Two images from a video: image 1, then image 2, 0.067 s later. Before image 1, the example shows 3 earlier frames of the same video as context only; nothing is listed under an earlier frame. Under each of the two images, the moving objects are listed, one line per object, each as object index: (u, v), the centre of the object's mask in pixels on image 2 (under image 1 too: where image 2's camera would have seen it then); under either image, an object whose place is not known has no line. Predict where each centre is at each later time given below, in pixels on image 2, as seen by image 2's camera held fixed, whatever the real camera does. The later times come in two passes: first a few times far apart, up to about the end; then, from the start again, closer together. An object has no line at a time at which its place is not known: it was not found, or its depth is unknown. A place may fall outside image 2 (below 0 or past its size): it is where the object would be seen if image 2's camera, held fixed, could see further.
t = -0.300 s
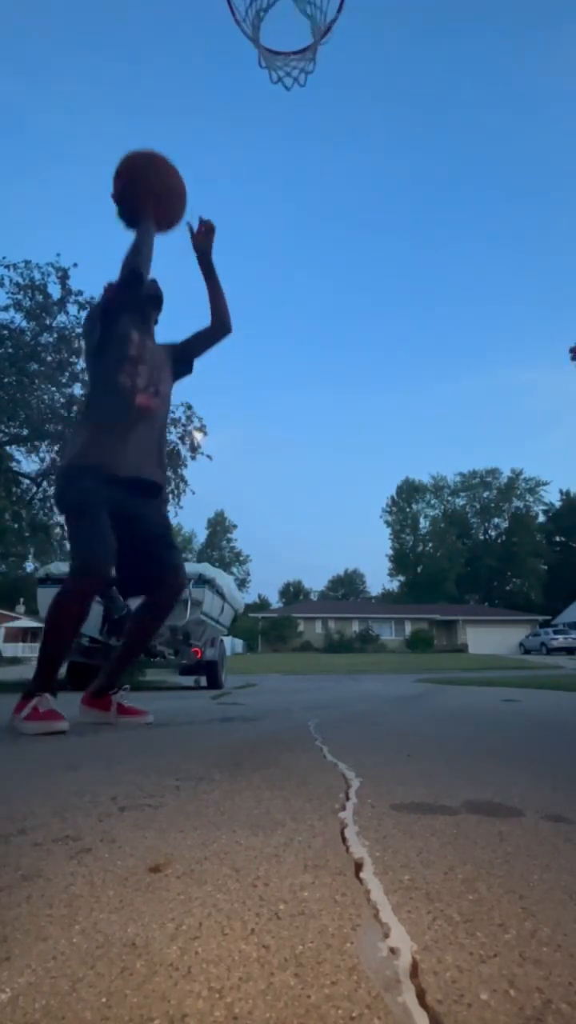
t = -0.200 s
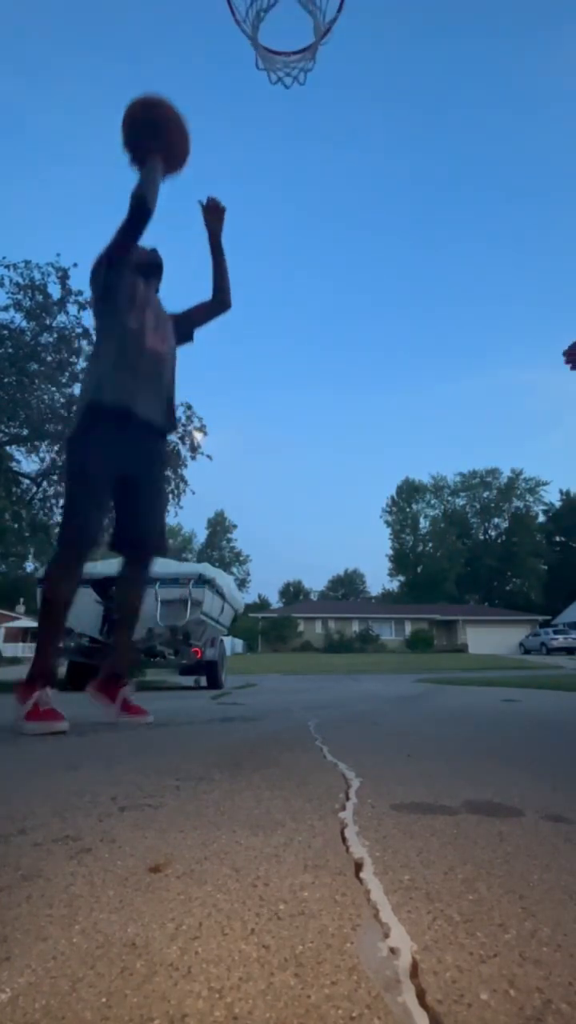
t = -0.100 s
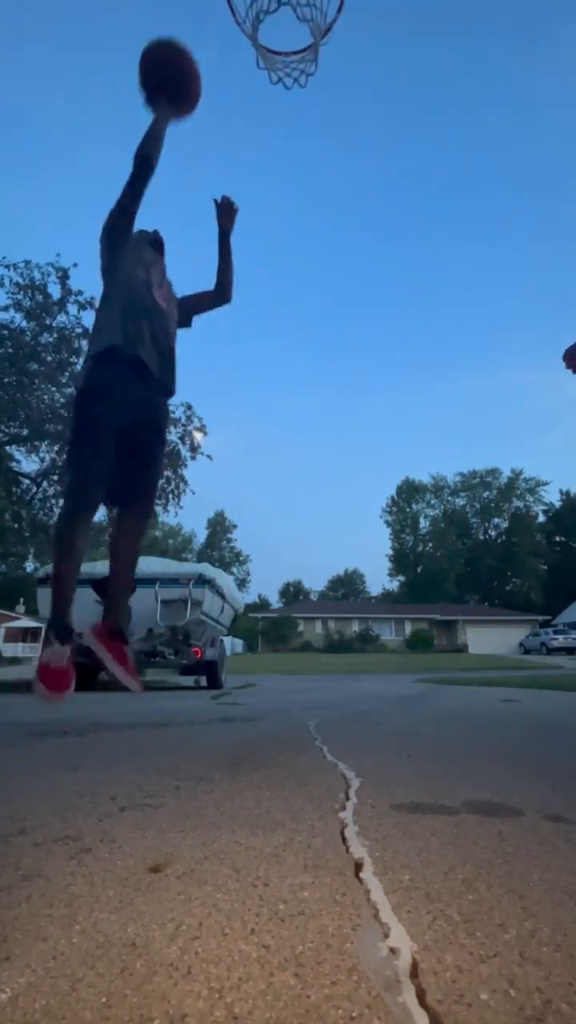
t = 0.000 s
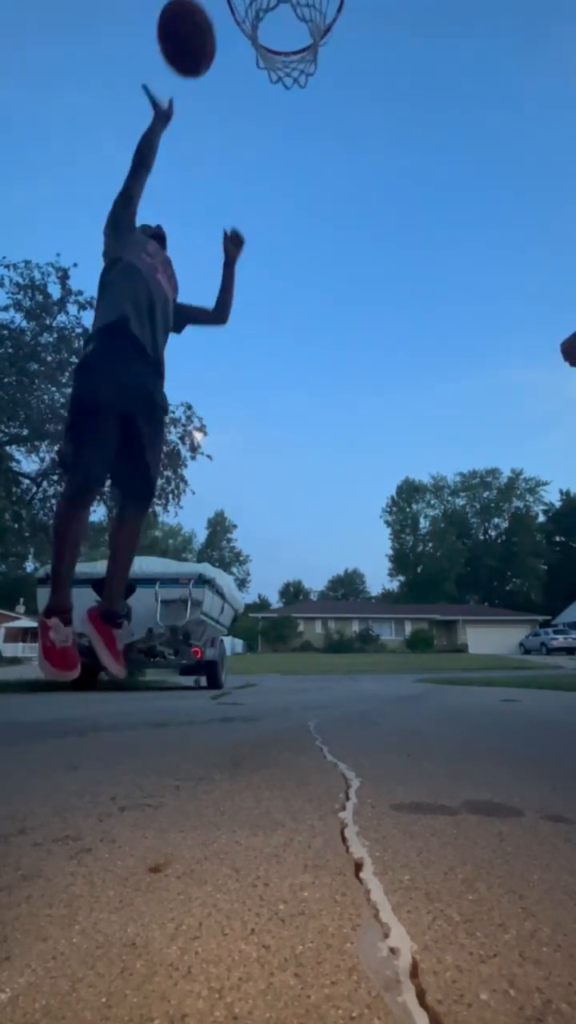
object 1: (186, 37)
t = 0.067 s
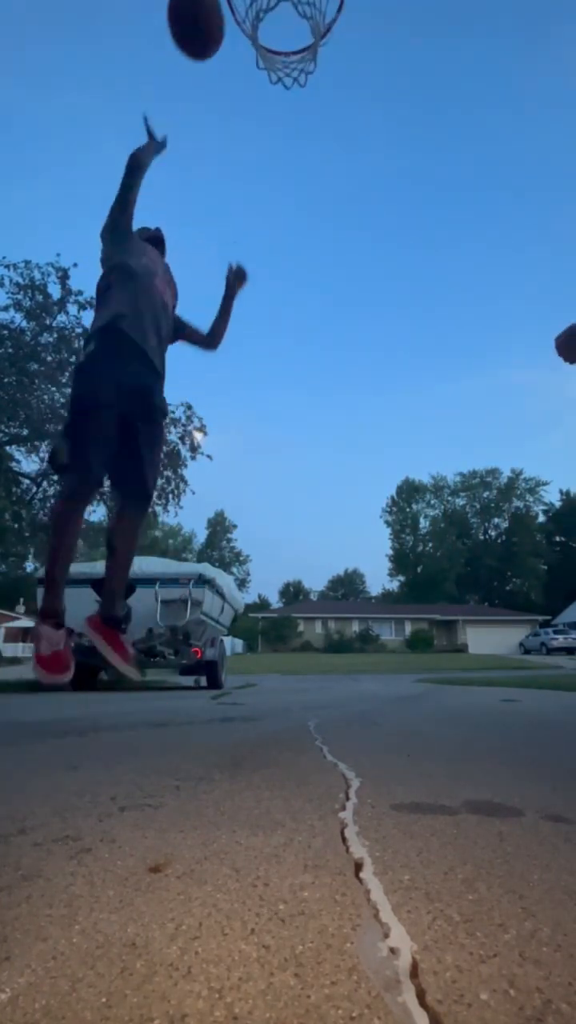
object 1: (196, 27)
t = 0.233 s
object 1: (214, 20)
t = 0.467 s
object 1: (219, 41)
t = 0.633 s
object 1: (202, 99)
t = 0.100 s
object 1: (201, 24)
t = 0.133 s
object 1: (205, 22)
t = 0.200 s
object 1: (212, 20)
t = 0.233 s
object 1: (214, 20)
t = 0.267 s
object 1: (216, 22)
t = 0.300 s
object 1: (218, 24)
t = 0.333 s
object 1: (220, 27)
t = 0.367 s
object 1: (223, 31)
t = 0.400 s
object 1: (222, 33)
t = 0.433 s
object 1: (221, 36)
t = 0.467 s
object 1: (219, 41)
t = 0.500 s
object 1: (216, 49)
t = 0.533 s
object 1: (213, 59)
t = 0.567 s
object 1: (210, 70)
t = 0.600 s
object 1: (206, 84)
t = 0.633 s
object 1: (202, 99)
